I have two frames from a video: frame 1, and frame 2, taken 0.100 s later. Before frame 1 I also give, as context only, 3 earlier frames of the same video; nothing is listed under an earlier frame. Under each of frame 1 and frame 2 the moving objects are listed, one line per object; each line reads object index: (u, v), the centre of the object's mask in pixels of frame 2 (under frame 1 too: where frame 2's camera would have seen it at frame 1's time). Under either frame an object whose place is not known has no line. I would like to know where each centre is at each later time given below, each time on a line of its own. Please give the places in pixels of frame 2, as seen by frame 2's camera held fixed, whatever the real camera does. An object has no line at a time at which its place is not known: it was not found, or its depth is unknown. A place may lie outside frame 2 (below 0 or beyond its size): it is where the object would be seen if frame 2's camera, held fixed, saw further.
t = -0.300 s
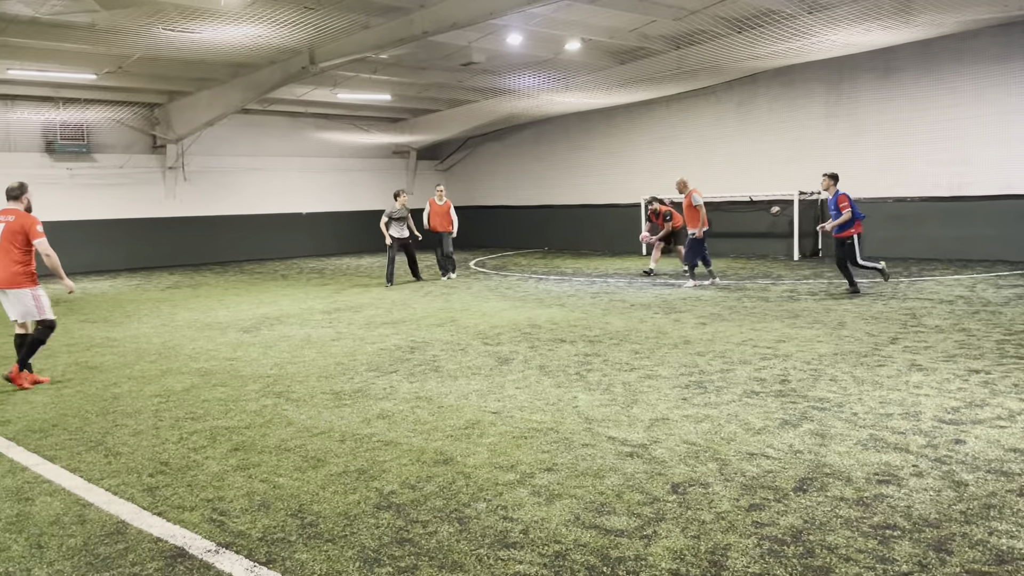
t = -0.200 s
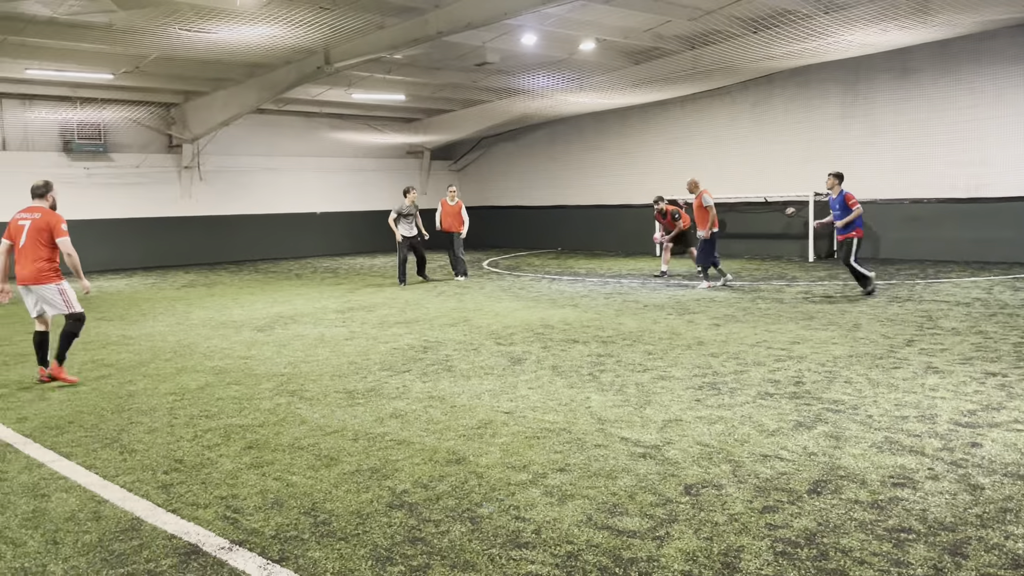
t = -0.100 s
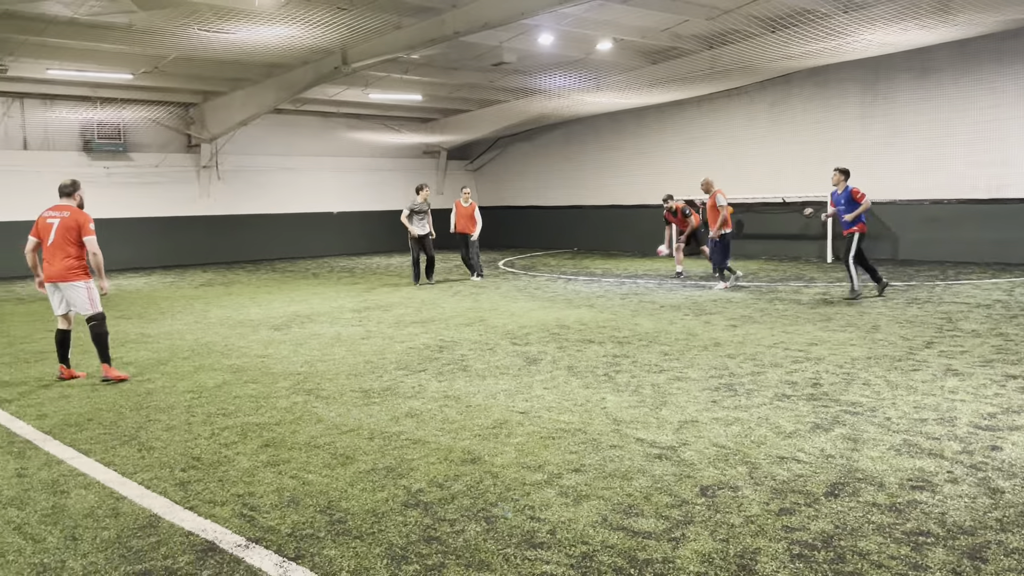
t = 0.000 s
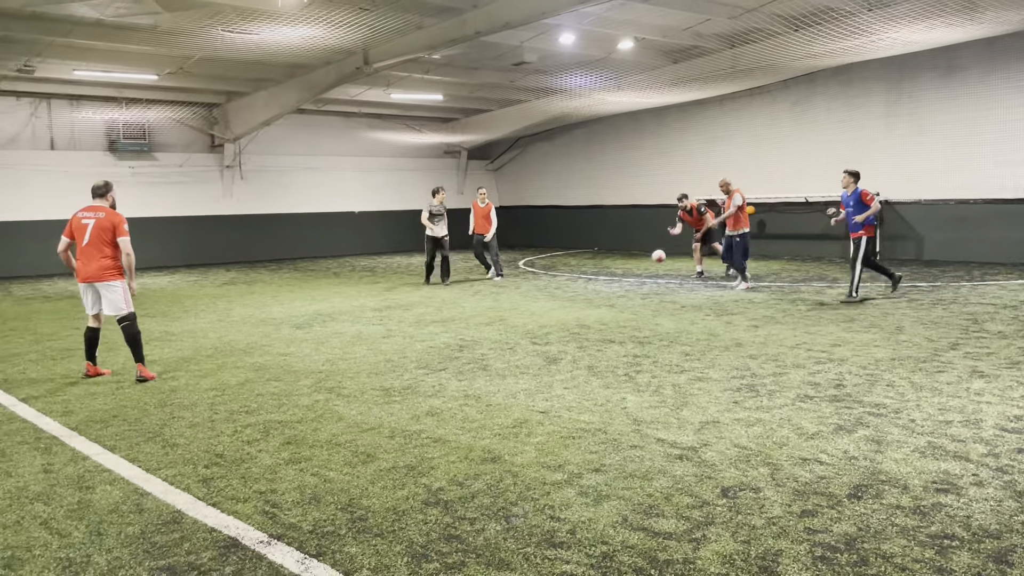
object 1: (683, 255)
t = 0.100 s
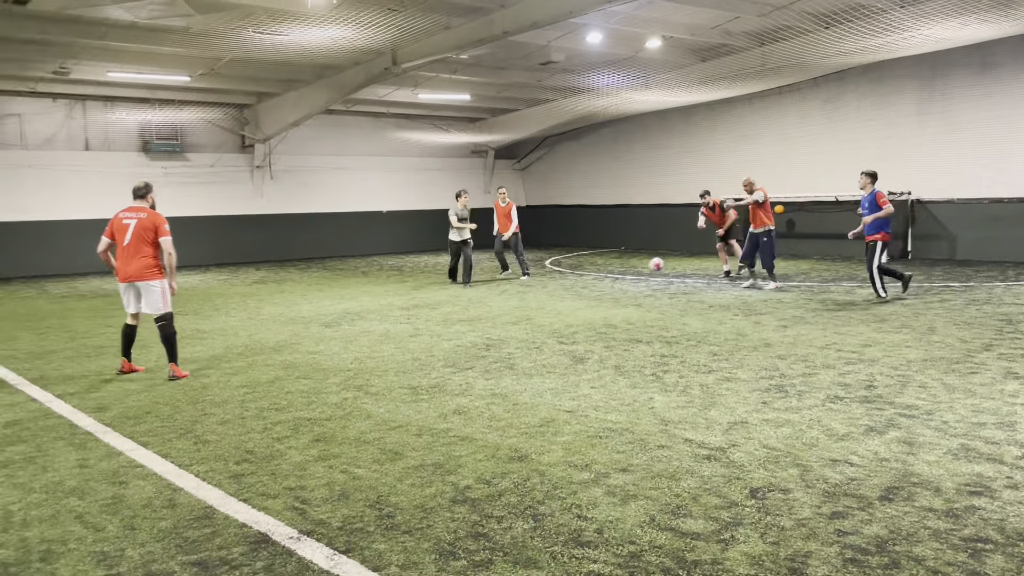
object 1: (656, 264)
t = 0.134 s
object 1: (646, 269)
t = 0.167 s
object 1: (636, 275)
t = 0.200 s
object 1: (626, 280)
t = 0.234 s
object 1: (616, 289)
